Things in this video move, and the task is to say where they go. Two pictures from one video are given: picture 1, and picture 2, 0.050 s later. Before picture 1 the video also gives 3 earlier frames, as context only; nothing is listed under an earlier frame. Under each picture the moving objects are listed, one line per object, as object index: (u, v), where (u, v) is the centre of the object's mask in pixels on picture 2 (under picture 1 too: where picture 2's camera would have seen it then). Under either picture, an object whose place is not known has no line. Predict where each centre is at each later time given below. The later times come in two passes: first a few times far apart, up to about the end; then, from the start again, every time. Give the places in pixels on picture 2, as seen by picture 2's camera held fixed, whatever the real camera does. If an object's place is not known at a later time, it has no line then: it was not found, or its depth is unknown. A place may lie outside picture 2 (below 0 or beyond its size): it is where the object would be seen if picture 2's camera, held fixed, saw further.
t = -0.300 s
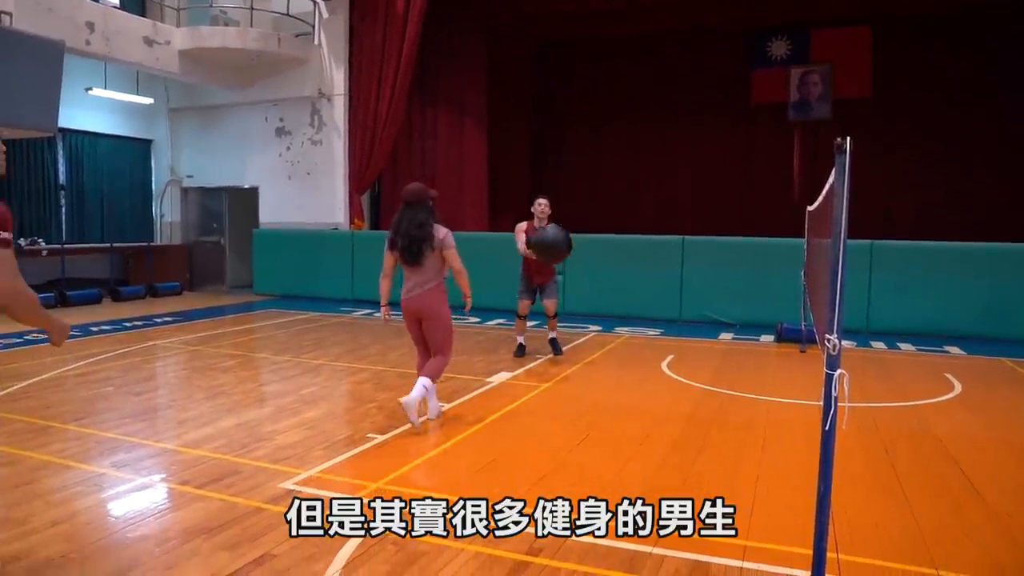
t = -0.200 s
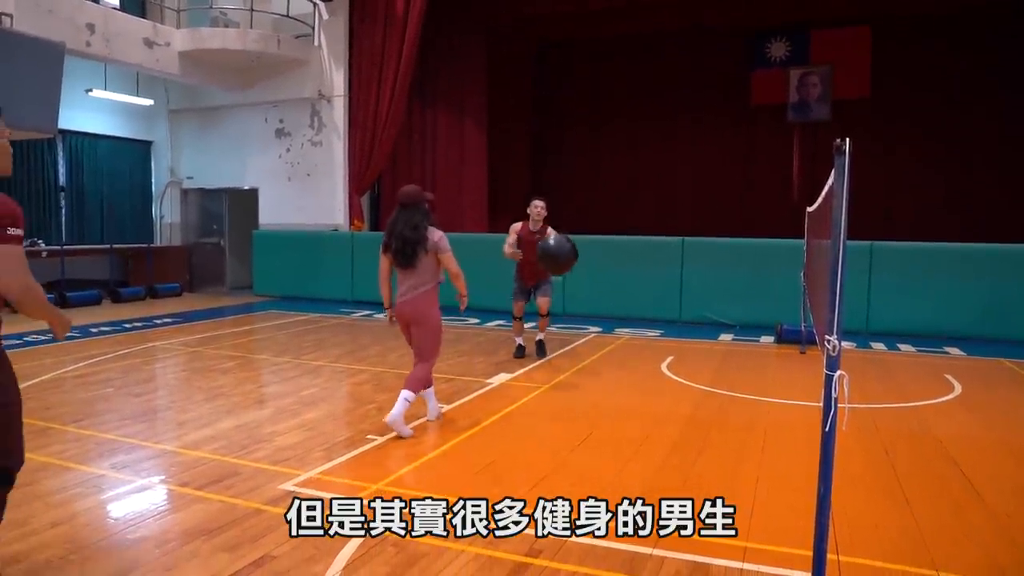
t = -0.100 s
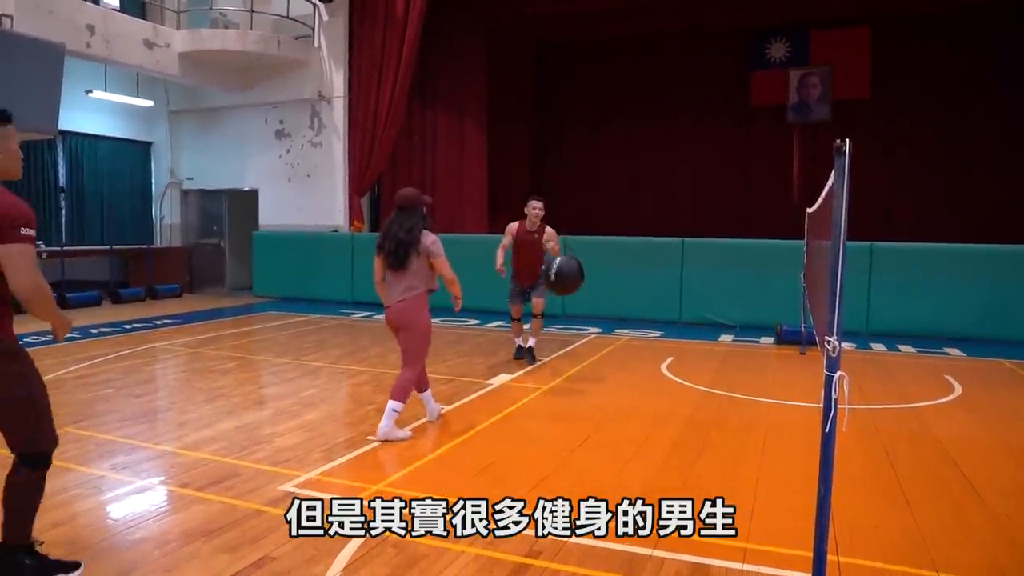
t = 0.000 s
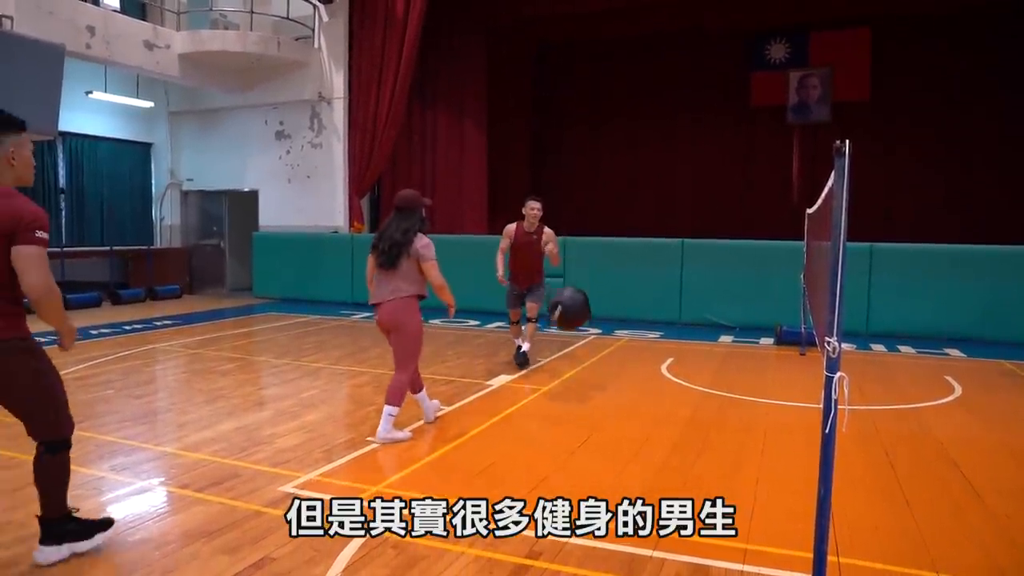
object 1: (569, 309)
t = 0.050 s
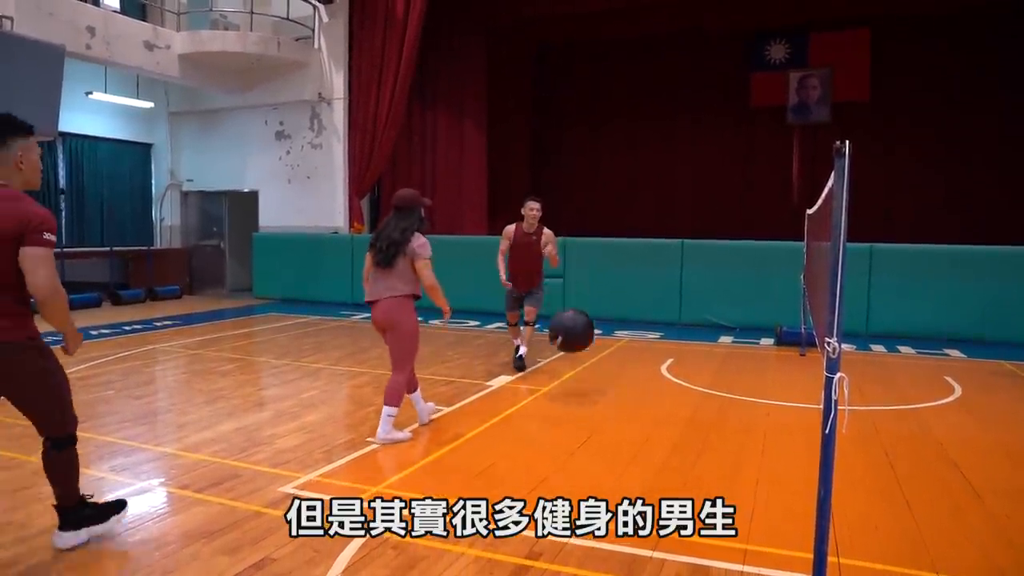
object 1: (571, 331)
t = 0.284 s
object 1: (583, 358)
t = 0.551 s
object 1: (595, 370)
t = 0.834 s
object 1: (614, 402)
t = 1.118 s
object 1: (641, 430)
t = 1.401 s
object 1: (669, 453)
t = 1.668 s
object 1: (694, 468)
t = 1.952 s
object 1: (727, 485)
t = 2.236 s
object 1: (765, 503)
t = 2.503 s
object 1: (783, 519)
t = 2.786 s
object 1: (813, 531)
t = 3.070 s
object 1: (839, 541)
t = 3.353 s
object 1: (859, 546)
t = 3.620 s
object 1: (846, 542)
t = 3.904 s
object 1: (840, 538)
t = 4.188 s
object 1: (841, 538)
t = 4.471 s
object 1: (843, 538)
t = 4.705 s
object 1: (843, 538)
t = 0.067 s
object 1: (572, 339)
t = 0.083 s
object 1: (573, 348)
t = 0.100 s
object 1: (574, 356)
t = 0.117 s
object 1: (575, 366)
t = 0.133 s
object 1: (576, 377)
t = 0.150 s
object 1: (577, 384)
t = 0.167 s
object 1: (577, 383)
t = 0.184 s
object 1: (578, 379)
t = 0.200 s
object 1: (579, 374)
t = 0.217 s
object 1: (579, 370)
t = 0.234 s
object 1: (580, 367)
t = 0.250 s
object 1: (581, 364)
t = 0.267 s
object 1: (582, 361)
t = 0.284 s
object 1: (583, 358)
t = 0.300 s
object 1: (584, 356)
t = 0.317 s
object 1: (584, 355)
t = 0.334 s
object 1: (585, 353)
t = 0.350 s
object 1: (586, 352)
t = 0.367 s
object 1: (586, 352)
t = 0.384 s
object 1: (587, 351)
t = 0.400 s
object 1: (588, 351)
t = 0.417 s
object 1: (589, 352)
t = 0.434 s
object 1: (590, 353)
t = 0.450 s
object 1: (591, 354)
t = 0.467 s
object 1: (591, 356)
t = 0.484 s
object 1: (592, 357)
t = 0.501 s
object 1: (593, 360)
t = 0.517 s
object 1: (593, 363)
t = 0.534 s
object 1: (594, 366)
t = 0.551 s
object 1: (595, 370)
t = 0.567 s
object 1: (596, 374)
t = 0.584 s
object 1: (597, 378)
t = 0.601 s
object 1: (597, 383)
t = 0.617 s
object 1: (598, 388)
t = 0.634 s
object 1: (598, 394)
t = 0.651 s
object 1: (599, 401)
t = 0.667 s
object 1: (599, 408)
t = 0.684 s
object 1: (600, 412)
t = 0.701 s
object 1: (602, 412)
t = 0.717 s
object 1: (603, 410)
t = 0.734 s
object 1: (604, 408)
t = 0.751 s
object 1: (606, 405)
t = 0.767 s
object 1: (608, 404)
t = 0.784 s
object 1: (609, 403)
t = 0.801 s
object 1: (611, 402)
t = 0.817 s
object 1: (612, 402)
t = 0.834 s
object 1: (614, 402)
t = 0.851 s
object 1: (615, 402)
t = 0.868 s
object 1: (617, 403)
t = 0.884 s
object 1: (619, 405)
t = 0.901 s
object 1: (620, 406)
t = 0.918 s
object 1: (622, 409)
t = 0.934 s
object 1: (624, 412)
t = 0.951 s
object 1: (625, 416)
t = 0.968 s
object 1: (627, 420)
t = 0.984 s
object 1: (629, 425)
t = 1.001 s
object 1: (630, 429)
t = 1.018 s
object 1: (632, 431)
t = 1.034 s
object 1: (633, 431)
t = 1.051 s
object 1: (635, 430)
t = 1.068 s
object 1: (636, 430)
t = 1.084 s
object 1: (638, 429)
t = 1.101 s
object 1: (639, 429)
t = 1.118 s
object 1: (641, 430)
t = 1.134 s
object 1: (642, 430)
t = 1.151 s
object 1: (644, 432)
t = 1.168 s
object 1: (646, 434)
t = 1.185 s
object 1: (647, 437)
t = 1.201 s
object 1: (649, 440)
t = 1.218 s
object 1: (651, 442)
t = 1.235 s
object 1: (653, 443)
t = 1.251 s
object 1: (654, 444)
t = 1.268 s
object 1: (656, 444)
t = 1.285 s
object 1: (657, 445)
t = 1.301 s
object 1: (659, 446)
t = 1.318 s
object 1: (661, 447)
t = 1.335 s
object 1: (662, 448)
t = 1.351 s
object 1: (664, 450)
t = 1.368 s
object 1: (666, 451)
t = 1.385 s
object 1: (667, 452)
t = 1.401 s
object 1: (669, 453)
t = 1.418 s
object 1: (670, 454)
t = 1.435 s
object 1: (672, 455)
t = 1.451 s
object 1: (673, 456)
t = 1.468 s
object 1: (675, 456)
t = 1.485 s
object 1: (677, 457)
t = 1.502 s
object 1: (678, 458)
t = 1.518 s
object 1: (680, 459)
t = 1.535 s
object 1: (681, 460)
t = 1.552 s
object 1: (683, 462)
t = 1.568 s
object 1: (684, 463)
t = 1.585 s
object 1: (685, 464)
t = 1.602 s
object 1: (687, 465)
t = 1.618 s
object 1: (689, 466)
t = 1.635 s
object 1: (690, 467)
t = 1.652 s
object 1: (692, 467)
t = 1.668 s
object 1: (694, 468)
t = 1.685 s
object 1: (696, 469)
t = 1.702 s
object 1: (697, 469)
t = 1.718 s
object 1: (699, 471)
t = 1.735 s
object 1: (701, 472)
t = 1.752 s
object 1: (702, 473)
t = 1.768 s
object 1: (704, 474)
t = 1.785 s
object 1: (706, 476)
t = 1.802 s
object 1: (708, 476)
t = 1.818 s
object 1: (710, 477)
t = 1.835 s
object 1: (712, 478)
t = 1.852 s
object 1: (714, 479)
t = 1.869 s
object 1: (716, 480)
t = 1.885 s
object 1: (718, 480)
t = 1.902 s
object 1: (720, 482)
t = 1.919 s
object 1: (722, 483)
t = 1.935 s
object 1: (725, 484)
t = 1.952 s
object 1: (727, 485)
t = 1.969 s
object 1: (729, 486)
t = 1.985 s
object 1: (731, 487)
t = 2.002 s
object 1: (734, 488)
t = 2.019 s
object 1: (736, 489)
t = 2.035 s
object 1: (739, 490)
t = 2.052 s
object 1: (741, 491)
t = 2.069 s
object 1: (743, 492)
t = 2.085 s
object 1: (745, 493)
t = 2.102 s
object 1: (748, 495)
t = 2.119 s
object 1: (750, 496)
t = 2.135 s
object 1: (752, 497)
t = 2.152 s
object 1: (754, 498)
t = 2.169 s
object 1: (756, 500)
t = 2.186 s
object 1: (759, 500)
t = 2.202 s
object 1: (761, 501)
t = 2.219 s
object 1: (763, 502)
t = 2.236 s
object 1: (765, 503)
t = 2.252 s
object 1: (767, 505)
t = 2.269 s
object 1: (769, 506)
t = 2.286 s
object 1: (771, 507)
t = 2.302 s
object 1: (772, 507)
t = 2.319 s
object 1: (773, 508)
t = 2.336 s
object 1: (774, 509)
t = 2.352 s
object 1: (775, 510)
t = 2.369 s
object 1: (776, 511)
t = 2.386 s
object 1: (777, 512)
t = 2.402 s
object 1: (778, 513)
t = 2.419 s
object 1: (779, 514)
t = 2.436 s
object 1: (780, 515)
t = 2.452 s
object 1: (781, 516)
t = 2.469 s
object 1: (782, 517)
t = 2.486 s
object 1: (783, 518)
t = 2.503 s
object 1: (783, 519)
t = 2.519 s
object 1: (784, 519)
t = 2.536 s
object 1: (785, 520)
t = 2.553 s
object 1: (786, 521)
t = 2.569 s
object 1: (796, 523)
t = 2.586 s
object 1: (798, 523)
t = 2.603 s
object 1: (800, 524)
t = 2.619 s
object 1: (802, 525)
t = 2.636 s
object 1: (804, 526)
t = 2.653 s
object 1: (806, 526)
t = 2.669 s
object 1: (808, 527)
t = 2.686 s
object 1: (810, 528)
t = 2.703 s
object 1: (812, 528)
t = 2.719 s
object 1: (813, 529)
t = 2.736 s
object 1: (814, 530)
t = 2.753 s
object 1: (813, 530)
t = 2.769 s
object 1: (813, 530)
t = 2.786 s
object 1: (813, 531)
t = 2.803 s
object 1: (813, 530)
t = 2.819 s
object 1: (828, 532)
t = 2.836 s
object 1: (827, 531)
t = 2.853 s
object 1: (827, 533)
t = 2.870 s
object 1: (828, 534)
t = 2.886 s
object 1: (827, 535)
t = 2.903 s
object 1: (828, 535)
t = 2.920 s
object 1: (829, 536)
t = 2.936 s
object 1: (830, 536)
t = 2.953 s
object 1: (831, 537)
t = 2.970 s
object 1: (832, 537)
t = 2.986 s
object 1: (833, 538)
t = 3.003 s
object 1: (835, 539)
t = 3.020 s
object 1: (836, 539)
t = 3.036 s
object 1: (837, 540)
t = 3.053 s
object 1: (838, 540)
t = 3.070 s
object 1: (839, 541)
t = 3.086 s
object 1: (840, 541)
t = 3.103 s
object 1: (841, 541)
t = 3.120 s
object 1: (842, 542)
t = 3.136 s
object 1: (844, 542)
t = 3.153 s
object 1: (844, 542)
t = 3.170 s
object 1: (845, 543)
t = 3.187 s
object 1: (846, 543)
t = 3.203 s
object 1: (847, 543)
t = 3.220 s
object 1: (848, 543)
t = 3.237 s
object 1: (848, 544)
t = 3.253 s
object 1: (849, 544)
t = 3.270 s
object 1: (859, 546)
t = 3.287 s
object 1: (859, 546)
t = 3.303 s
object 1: (859, 546)
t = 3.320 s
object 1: (859, 546)
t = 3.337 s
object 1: (859, 546)
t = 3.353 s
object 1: (859, 546)
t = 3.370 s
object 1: (859, 546)
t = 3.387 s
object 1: (859, 546)
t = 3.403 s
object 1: (859, 546)
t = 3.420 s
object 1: (859, 546)
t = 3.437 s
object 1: (859, 546)
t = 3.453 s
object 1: (859, 545)
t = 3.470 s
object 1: (859, 545)
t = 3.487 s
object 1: (859, 545)
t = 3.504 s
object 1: (859, 545)
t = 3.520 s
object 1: (849, 543)
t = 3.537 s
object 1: (849, 543)
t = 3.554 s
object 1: (848, 542)
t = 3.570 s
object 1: (848, 542)
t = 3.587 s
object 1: (847, 542)
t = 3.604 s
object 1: (847, 542)
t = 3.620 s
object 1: (846, 542)
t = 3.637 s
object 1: (846, 541)
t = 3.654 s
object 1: (845, 541)
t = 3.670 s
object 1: (844, 541)
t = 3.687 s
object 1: (844, 541)
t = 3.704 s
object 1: (843, 541)
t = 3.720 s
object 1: (843, 541)
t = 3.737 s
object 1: (842, 540)
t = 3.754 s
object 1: (842, 540)
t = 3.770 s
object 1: (842, 540)
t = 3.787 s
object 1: (841, 540)
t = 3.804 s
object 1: (841, 539)
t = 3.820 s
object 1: (841, 539)
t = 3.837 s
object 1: (840, 539)
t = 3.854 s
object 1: (840, 539)
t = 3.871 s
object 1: (840, 538)
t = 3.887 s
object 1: (840, 538)
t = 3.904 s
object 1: (840, 538)
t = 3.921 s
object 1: (840, 538)
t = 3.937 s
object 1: (840, 538)
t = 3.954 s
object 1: (840, 538)
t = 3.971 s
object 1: (840, 538)
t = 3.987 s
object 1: (840, 538)
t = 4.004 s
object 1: (840, 537)
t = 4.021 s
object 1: (840, 537)
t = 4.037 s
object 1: (840, 538)
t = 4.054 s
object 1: (840, 537)
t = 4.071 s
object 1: (840, 537)
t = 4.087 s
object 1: (840, 537)
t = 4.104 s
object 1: (841, 537)
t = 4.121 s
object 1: (841, 537)
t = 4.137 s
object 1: (841, 537)
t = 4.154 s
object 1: (841, 538)
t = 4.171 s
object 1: (841, 538)
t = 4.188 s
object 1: (841, 538)
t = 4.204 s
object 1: (842, 538)
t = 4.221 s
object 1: (842, 538)
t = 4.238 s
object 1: (842, 538)
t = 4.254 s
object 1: (842, 538)
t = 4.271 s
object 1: (842, 538)
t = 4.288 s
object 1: (842, 538)
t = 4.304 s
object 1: (842, 538)
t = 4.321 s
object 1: (843, 538)
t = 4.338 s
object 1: (843, 538)
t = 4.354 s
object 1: (843, 538)
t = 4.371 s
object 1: (843, 538)
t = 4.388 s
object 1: (843, 538)
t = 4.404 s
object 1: (843, 538)
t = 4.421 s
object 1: (843, 538)
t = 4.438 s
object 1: (843, 538)
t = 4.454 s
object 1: (843, 538)
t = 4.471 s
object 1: (843, 538)
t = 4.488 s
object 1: (843, 538)
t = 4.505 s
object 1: (843, 538)
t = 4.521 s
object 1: (843, 538)
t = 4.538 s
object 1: (843, 538)
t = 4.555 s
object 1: (843, 538)
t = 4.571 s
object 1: (843, 538)
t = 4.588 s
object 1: (843, 538)
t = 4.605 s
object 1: (843, 538)
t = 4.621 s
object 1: (843, 538)
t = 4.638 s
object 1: (843, 538)
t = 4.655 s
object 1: (843, 538)
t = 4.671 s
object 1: (843, 538)
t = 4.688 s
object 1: (843, 538)
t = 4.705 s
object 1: (843, 538)
